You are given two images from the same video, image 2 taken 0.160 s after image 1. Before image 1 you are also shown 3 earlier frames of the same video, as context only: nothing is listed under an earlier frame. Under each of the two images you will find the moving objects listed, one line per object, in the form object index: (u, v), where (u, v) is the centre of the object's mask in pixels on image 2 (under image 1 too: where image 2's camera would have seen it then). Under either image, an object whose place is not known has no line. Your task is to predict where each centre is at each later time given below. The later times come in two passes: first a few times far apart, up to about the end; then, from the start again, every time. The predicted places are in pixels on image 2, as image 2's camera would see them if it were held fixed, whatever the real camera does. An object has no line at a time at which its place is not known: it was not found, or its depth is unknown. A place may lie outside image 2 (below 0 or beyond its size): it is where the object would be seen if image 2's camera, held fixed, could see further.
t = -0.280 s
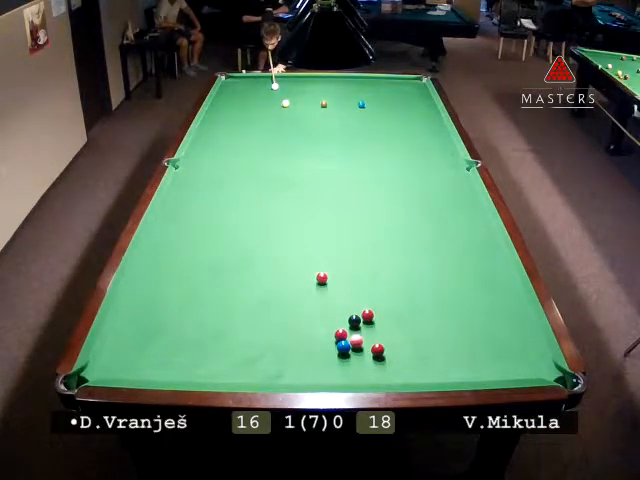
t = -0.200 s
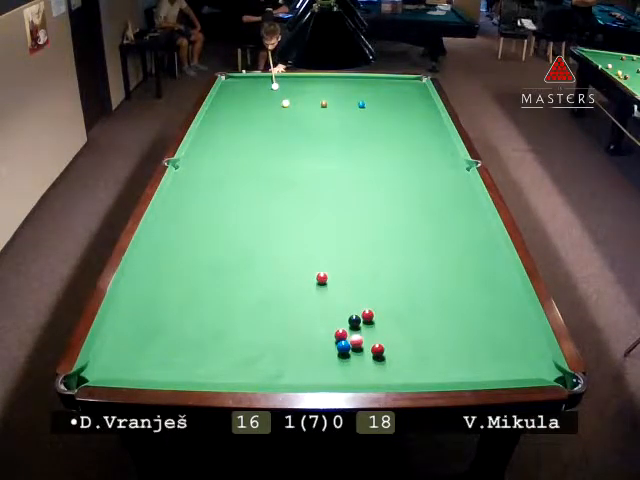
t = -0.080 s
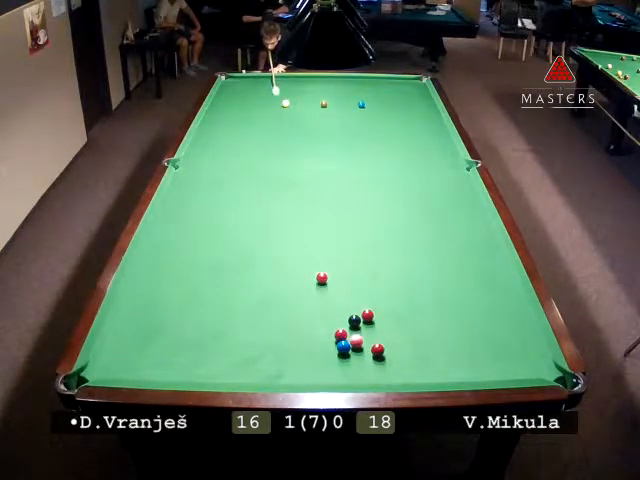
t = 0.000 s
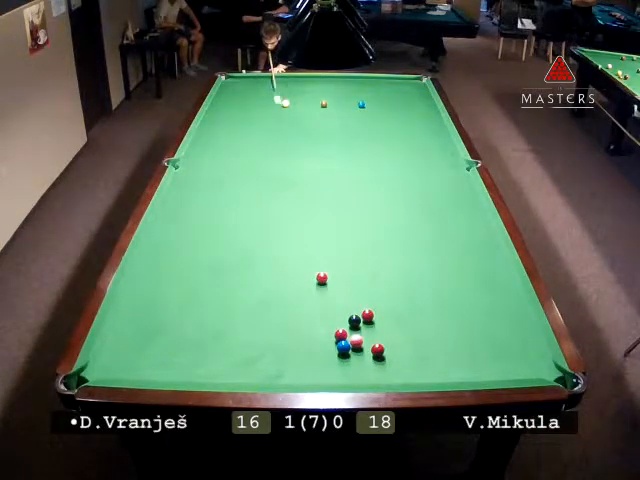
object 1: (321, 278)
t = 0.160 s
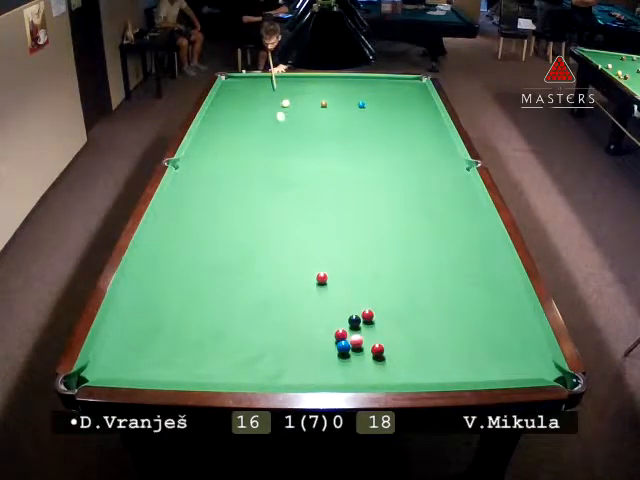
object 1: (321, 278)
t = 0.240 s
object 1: (321, 278)
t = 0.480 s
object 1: (321, 278)
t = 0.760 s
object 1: (321, 278)
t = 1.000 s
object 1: (321, 278)
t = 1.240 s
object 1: (367, 301)
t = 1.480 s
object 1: (411, 325)
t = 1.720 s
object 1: (457, 346)
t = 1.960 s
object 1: (503, 369)
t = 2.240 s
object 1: (534, 360)
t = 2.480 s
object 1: (529, 344)
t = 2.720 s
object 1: (508, 332)
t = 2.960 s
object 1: (489, 321)
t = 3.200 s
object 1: (472, 311)
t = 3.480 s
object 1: (453, 300)
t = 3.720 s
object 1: (439, 291)
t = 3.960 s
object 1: (427, 284)
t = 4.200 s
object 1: (416, 277)
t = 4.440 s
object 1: (406, 272)
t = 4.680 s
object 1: (398, 267)
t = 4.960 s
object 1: (389, 263)
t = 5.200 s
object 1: (382, 259)
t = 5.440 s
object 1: (377, 257)
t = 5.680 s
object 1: (373, 255)
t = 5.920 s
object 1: (370, 253)
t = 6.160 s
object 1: (368, 253)
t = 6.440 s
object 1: (367, 253)
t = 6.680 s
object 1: (366, 253)
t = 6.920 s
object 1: (366, 253)
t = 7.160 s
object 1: (367, 253)
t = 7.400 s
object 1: (367, 253)
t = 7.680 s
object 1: (367, 253)
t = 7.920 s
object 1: (367, 253)
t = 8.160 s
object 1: (367, 253)
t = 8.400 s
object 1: (367, 253)
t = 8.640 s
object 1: (367, 253)
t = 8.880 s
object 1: (367, 253)
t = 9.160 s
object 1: (367, 253)
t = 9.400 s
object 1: (367, 253)
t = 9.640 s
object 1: (367, 253)
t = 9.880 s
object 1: (367, 253)
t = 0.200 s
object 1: (321, 278)
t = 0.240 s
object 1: (321, 278)
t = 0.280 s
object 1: (321, 278)
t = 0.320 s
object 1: (321, 278)
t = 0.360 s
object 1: (321, 278)
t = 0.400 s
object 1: (321, 278)
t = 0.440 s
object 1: (321, 278)
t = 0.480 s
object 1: (321, 278)
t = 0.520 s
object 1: (321, 278)
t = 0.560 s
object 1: (321, 278)
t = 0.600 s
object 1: (321, 278)
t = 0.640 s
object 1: (321, 278)
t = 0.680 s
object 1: (321, 278)
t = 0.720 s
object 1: (321, 278)
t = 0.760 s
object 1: (321, 278)
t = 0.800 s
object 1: (321, 278)
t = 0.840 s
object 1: (321, 278)
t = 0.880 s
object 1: (321, 278)
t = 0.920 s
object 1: (321, 278)
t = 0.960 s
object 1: (321, 278)
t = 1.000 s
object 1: (321, 278)
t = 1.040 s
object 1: (328, 281)
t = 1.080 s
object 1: (337, 286)
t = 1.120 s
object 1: (344, 290)
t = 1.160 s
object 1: (352, 294)
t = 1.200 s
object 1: (359, 298)
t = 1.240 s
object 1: (367, 301)
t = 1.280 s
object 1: (374, 305)
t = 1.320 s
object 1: (382, 308)
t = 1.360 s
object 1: (389, 312)
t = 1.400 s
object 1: (396, 316)
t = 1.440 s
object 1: (404, 320)
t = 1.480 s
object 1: (411, 325)
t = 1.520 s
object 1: (419, 327)
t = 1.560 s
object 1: (427, 332)
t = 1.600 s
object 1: (434, 335)
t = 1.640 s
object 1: (442, 339)
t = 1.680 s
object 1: (449, 343)
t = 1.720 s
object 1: (457, 346)
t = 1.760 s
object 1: (465, 350)
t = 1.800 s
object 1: (472, 354)
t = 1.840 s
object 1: (480, 358)
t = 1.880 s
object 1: (488, 362)
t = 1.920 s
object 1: (496, 365)
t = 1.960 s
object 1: (503, 369)
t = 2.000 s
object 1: (511, 372)
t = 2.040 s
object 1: (517, 373)
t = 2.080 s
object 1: (521, 370)
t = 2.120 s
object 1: (524, 368)
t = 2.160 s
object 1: (527, 365)
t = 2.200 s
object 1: (531, 363)
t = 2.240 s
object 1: (534, 360)
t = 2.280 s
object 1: (537, 357)
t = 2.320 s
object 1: (540, 354)
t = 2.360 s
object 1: (540, 351)
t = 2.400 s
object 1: (537, 349)
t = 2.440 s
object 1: (533, 347)
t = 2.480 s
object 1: (529, 344)
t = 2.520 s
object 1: (526, 342)
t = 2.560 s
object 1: (522, 340)
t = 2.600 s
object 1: (519, 338)
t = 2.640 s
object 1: (515, 336)
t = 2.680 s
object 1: (512, 334)
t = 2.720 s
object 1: (508, 332)
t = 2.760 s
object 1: (505, 330)
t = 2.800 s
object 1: (502, 328)
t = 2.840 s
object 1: (498, 326)
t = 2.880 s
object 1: (495, 325)
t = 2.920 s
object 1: (492, 323)
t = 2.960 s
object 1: (489, 321)
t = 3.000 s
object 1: (486, 319)
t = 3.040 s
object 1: (483, 317)
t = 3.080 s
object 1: (480, 315)
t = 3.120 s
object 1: (477, 314)
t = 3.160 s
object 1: (475, 312)
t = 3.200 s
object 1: (472, 311)
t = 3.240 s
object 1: (469, 309)
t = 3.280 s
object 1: (466, 307)
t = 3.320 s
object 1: (463, 306)
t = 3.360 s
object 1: (461, 304)
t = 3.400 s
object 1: (458, 303)
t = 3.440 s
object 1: (456, 301)
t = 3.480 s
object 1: (453, 300)
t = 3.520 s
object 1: (451, 298)
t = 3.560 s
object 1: (448, 297)
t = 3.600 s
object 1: (446, 295)
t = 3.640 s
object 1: (444, 294)
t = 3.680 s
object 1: (442, 293)
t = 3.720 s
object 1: (439, 291)
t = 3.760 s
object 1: (437, 290)
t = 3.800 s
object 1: (435, 289)
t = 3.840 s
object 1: (433, 288)
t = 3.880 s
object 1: (431, 286)
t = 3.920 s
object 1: (429, 285)
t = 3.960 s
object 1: (427, 284)
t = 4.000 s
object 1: (425, 283)
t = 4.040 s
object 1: (423, 282)
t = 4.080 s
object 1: (421, 280)
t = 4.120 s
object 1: (420, 279)
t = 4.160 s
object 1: (418, 278)
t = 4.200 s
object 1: (416, 277)
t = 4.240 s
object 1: (414, 276)
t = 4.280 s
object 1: (412, 275)
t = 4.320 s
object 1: (411, 274)
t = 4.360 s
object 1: (409, 273)
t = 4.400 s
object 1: (407, 272)
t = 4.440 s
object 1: (406, 272)
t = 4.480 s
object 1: (405, 271)
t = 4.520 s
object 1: (403, 270)
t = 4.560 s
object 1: (402, 269)
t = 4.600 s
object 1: (400, 269)
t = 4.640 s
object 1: (399, 268)
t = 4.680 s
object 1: (398, 267)
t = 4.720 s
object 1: (396, 266)
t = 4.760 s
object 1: (395, 266)
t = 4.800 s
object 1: (394, 265)
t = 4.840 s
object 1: (393, 264)
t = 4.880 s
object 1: (391, 264)
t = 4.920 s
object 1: (390, 263)
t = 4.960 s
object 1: (389, 263)
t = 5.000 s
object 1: (388, 262)
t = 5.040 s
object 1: (386, 261)
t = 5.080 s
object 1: (386, 261)
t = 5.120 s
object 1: (385, 260)
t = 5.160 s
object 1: (384, 260)
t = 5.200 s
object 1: (382, 259)
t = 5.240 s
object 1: (381, 259)
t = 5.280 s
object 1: (381, 258)
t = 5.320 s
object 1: (380, 258)
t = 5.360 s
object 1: (379, 258)
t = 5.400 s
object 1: (378, 257)
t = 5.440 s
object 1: (377, 257)
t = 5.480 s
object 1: (377, 257)
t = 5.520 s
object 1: (376, 256)
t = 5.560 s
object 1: (375, 256)
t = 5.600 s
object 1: (374, 256)
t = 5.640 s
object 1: (373, 255)
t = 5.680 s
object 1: (373, 255)
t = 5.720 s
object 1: (372, 255)
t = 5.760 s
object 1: (372, 254)
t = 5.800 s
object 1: (371, 254)
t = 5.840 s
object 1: (371, 254)
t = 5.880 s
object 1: (371, 254)
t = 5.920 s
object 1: (370, 253)
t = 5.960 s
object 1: (370, 254)
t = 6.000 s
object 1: (369, 253)
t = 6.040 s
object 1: (369, 253)
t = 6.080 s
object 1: (369, 253)
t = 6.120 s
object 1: (368, 253)
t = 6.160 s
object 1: (368, 253)
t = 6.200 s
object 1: (368, 253)
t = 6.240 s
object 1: (367, 253)
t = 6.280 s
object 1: (367, 253)
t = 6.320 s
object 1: (367, 253)
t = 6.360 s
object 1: (367, 253)
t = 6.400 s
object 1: (367, 253)
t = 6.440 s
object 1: (367, 253)
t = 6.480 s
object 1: (367, 253)
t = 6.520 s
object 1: (367, 253)
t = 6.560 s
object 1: (367, 253)
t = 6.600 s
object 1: (367, 253)
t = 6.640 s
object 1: (366, 253)
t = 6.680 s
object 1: (366, 253)
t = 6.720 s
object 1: (366, 253)
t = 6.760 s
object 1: (366, 253)
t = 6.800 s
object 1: (367, 253)
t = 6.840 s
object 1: (366, 253)
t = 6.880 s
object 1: (367, 253)
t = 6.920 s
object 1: (366, 253)
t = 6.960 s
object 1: (366, 253)
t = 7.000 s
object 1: (366, 253)
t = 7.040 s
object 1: (366, 253)
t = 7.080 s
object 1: (367, 253)
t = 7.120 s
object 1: (367, 253)
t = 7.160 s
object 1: (367, 253)
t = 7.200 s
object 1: (367, 253)
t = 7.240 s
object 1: (367, 253)
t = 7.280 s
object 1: (367, 253)
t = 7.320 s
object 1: (367, 253)
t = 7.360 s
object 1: (367, 253)
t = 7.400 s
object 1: (367, 253)
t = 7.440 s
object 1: (367, 253)
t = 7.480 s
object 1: (367, 253)
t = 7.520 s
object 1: (367, 253)
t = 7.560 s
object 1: (367, 253)
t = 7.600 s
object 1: (367, 253)
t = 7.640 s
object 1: (367, 253)
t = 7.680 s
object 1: (367, 253)
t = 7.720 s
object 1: (367, 253)
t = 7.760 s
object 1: (367, 253)
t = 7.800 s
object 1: (367, 253)
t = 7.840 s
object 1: (367, 253)
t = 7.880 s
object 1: (367, 253)
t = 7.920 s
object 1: (367, 253)
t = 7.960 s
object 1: (367, 253)
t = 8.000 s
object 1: (367, 253)
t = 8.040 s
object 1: (367, 253)
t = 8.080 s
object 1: (367, 253)
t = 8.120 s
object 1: (367, 253)
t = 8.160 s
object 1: (367, 253)
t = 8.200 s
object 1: (367, 253)
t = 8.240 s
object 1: (367, 253)
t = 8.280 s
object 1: (367, 253)
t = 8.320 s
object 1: (367, 253)
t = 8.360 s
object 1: (367, 253)
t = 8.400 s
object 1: (367, 253)
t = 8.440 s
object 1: (367, 253)
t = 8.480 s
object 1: (367, 253)
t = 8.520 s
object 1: (367, 253)
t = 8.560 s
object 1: (367, 253)
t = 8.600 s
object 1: (367, 253)
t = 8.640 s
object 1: (367, 253)
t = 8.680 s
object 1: (367, 253)
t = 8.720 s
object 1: (367, 253)
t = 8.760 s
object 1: (367, 253)
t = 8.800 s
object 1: (367, 253)
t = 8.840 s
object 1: (367, 253)
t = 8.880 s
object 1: (367, 253)
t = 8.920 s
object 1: (367, 253)
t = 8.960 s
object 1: (367, 253)
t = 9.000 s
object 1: (367, 253)
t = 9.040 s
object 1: (367, 253)
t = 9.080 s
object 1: (367, 253)
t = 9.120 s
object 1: (367, 253)
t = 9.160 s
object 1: (367, 253)
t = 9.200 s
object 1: (367, 253)
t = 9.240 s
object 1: (367, 253)
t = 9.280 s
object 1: (367, 253)
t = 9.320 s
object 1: (367, 253)
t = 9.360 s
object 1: (367, 253)
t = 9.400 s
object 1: (367, 253)
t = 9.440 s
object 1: (367, 253)
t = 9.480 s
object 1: (367, 253)
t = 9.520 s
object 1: (367, 253)
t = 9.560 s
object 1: (367, 253)
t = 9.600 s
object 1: (367, 253)
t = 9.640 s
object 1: (367, 253)
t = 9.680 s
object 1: (367, 253)
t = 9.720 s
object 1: (367, 253)
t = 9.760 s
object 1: (367, 253)
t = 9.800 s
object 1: (367, 253)
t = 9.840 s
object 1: (367, 253)
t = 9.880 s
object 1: (367, 253)
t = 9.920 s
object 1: (367, 253)
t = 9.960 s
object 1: (367, 253)
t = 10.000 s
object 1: (367, 253)
